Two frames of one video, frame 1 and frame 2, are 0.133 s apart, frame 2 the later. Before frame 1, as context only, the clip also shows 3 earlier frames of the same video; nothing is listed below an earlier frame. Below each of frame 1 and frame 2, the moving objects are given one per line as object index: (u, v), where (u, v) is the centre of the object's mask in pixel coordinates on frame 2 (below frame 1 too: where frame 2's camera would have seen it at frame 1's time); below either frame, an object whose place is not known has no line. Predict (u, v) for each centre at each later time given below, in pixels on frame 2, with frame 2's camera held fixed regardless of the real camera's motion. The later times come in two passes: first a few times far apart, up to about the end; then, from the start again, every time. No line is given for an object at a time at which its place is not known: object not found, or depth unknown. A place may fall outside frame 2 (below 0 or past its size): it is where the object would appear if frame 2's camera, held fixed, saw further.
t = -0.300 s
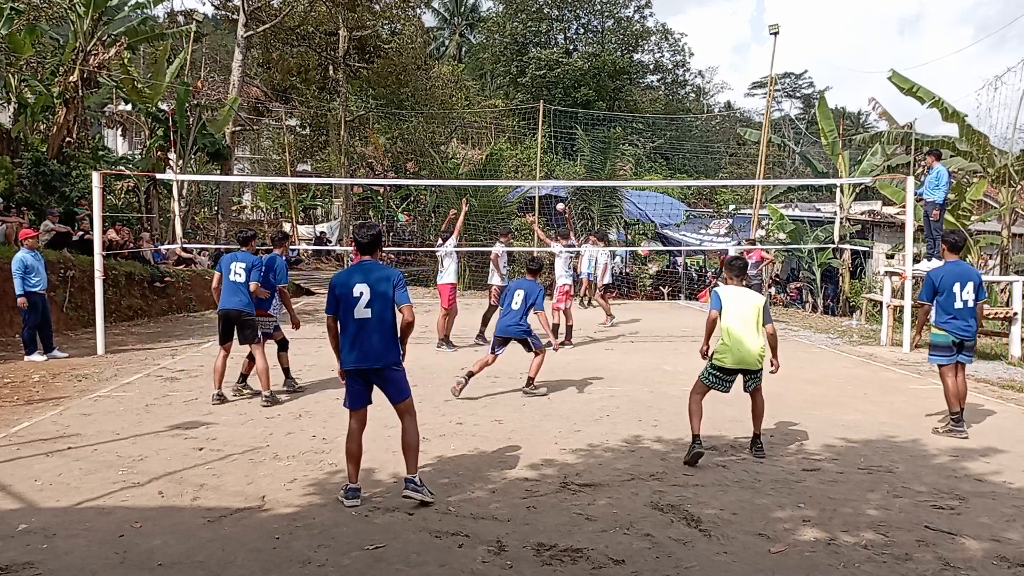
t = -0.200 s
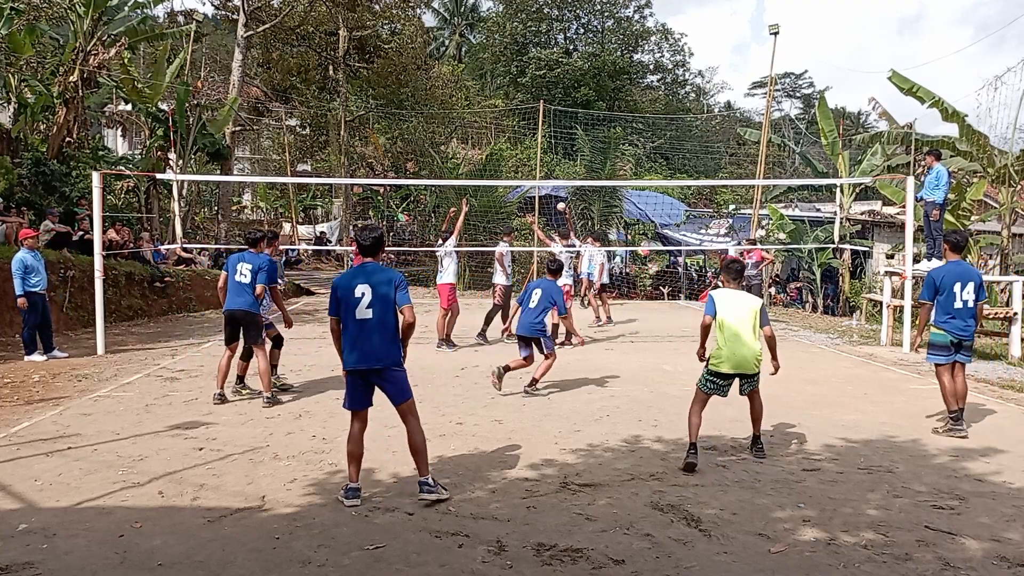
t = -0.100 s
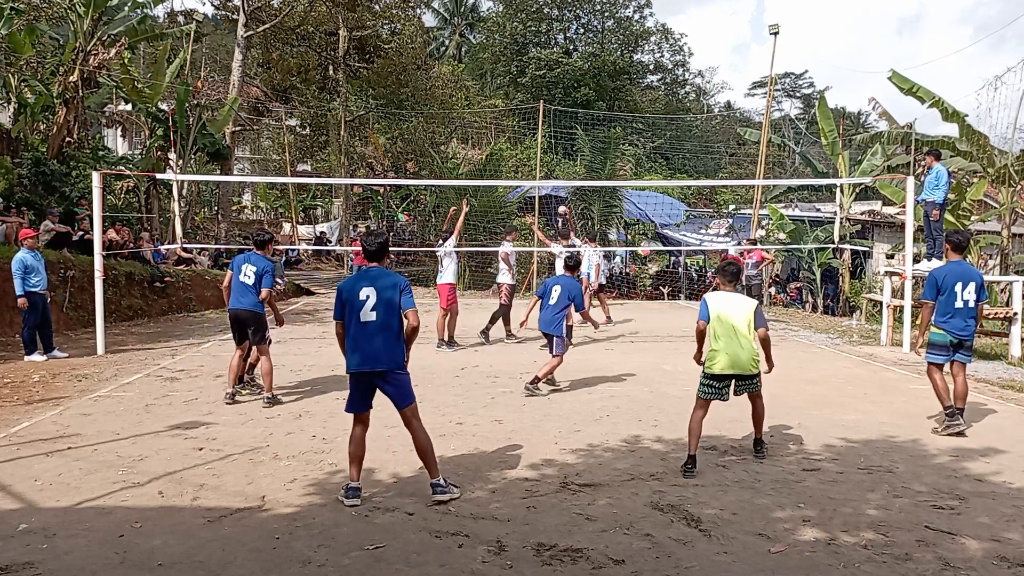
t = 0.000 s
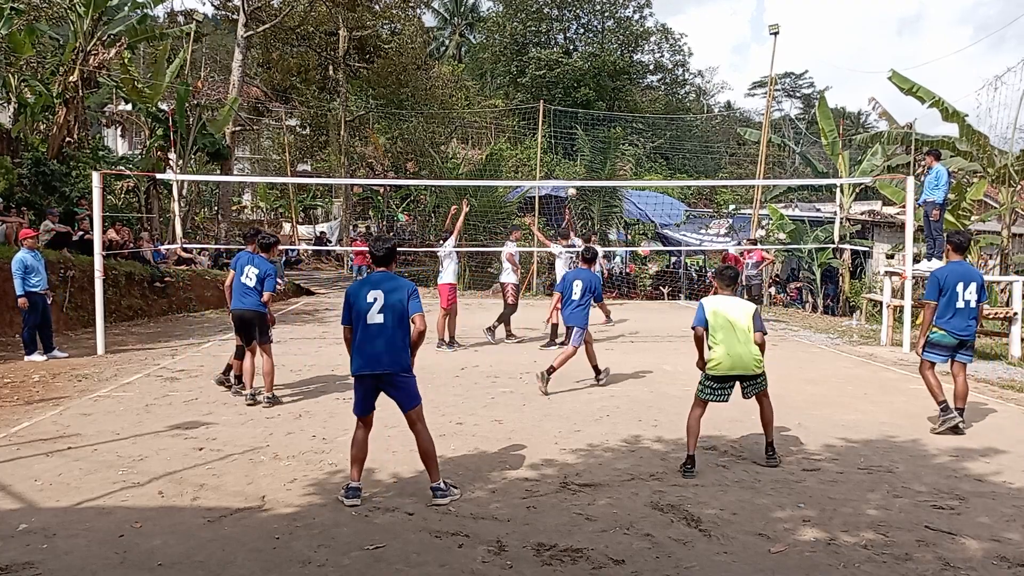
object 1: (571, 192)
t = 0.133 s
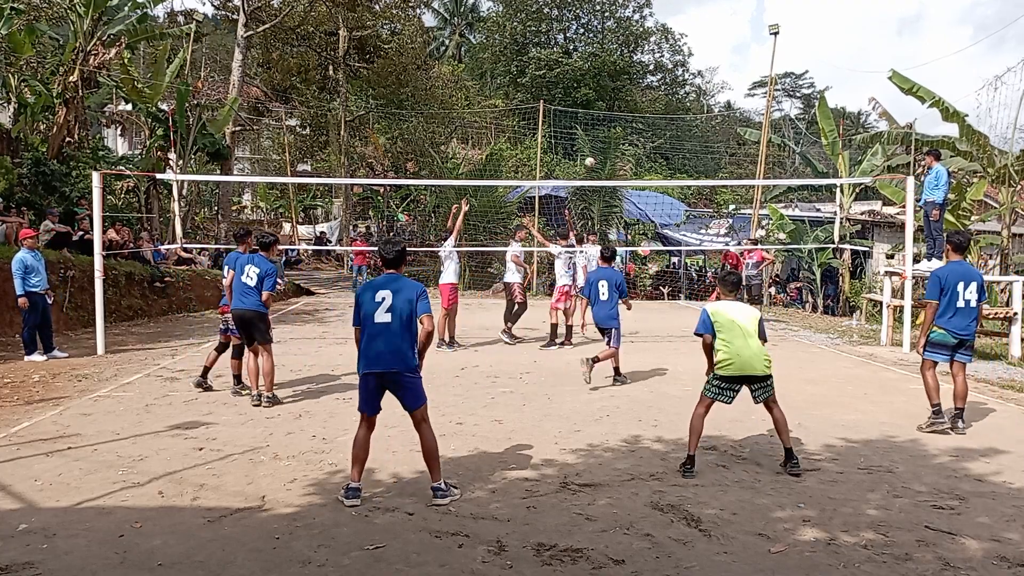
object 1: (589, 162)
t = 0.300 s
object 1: (613, 131)
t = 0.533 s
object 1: (651, 109)
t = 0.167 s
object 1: (594, 155)
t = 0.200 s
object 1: (598, 149)
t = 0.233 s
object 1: (603, 142)
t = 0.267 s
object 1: (608, 137)
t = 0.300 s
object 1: (613, 131)
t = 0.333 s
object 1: (618, 127)
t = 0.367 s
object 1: (623, 122)
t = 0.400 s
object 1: (629, 119)
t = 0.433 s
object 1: (634, 116)
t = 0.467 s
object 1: (640, 113)
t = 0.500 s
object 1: (646, 111)
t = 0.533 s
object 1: (651, 109)
